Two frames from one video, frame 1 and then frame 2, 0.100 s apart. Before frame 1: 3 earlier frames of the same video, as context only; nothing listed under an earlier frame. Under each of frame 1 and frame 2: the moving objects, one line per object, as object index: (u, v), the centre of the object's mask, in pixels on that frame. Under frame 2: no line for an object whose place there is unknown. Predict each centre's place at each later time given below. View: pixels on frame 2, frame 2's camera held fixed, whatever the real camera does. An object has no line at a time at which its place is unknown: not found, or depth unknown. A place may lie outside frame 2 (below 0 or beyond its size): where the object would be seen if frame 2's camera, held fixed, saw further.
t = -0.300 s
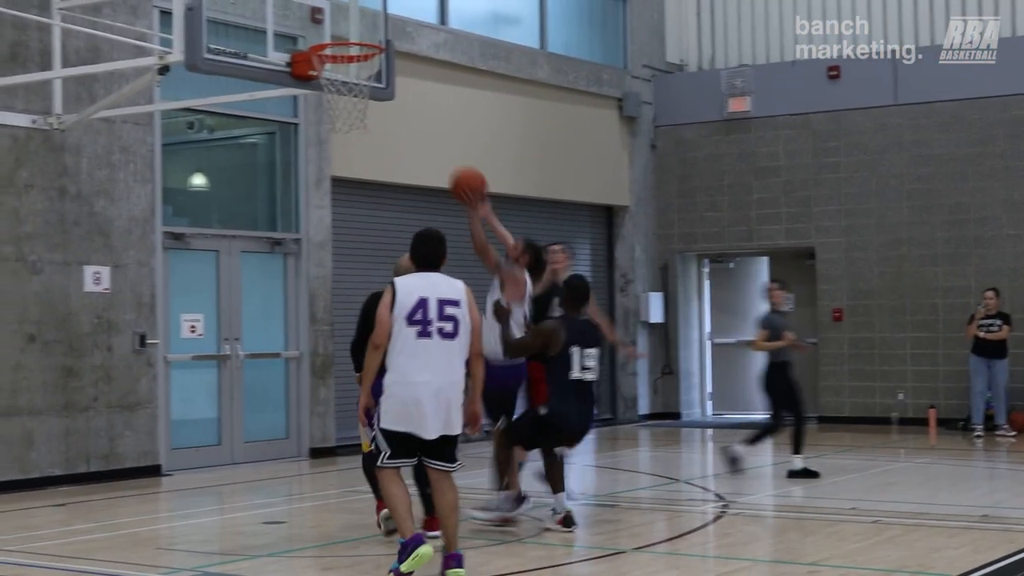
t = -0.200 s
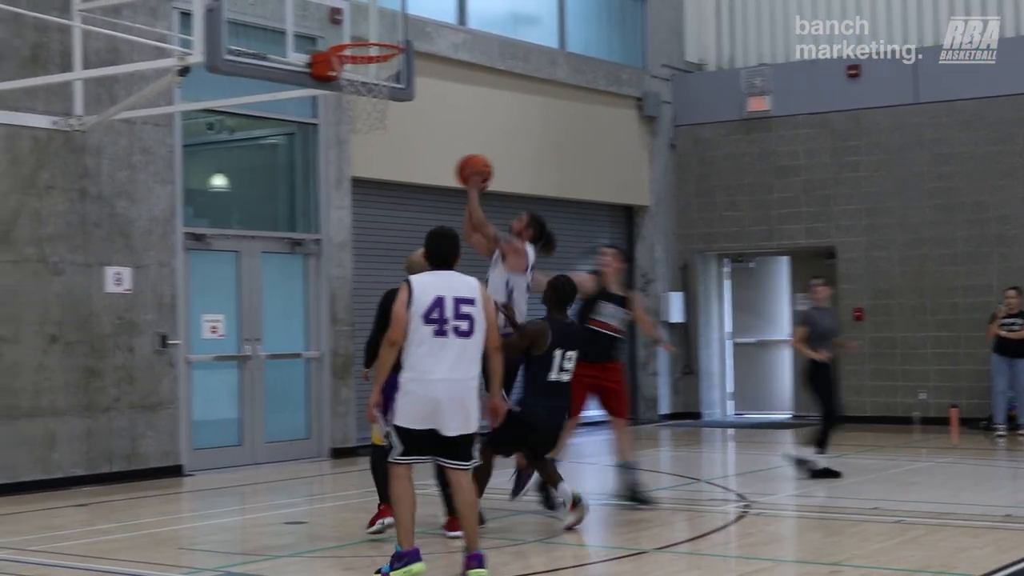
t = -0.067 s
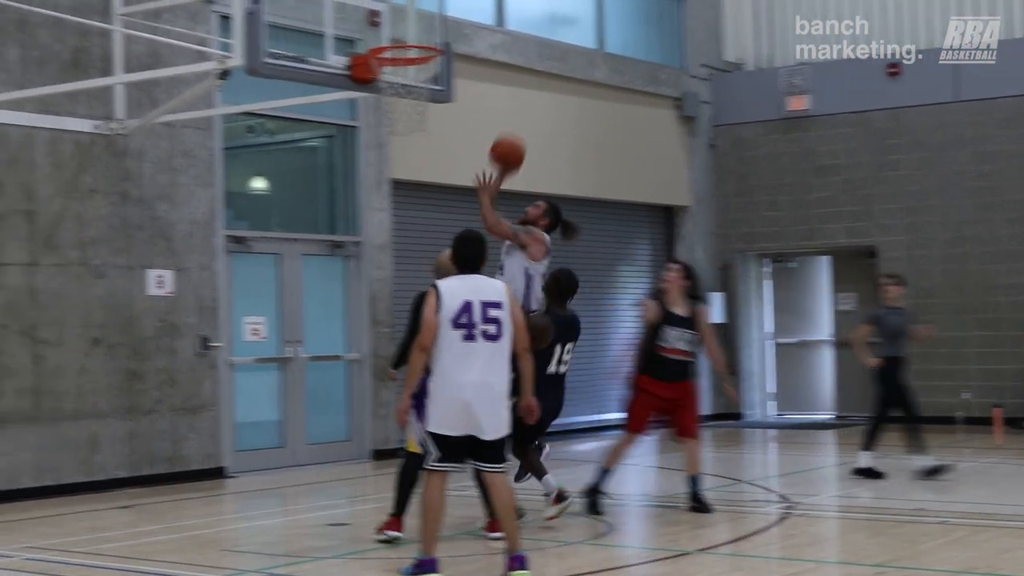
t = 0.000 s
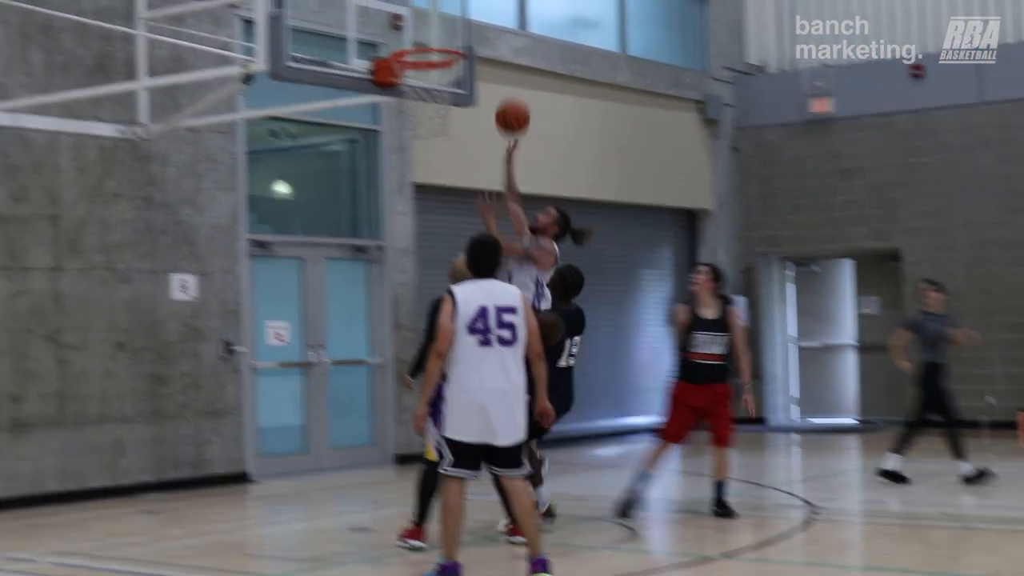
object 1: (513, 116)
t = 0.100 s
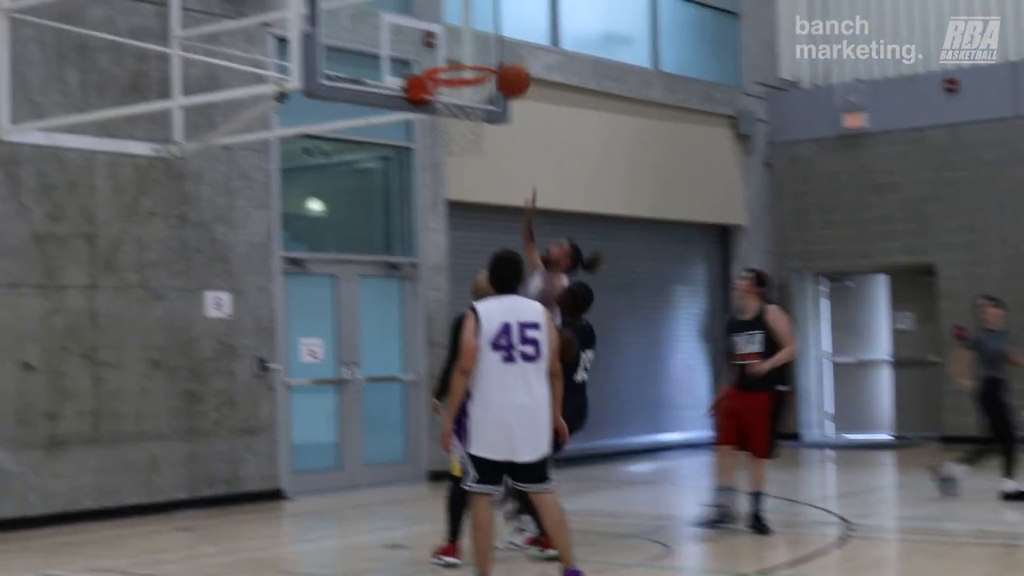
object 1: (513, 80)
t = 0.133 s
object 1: (503, 64)
